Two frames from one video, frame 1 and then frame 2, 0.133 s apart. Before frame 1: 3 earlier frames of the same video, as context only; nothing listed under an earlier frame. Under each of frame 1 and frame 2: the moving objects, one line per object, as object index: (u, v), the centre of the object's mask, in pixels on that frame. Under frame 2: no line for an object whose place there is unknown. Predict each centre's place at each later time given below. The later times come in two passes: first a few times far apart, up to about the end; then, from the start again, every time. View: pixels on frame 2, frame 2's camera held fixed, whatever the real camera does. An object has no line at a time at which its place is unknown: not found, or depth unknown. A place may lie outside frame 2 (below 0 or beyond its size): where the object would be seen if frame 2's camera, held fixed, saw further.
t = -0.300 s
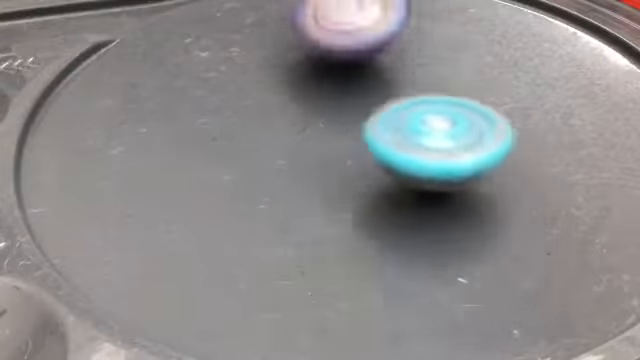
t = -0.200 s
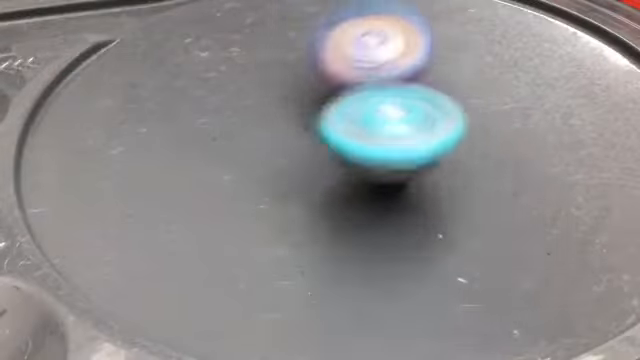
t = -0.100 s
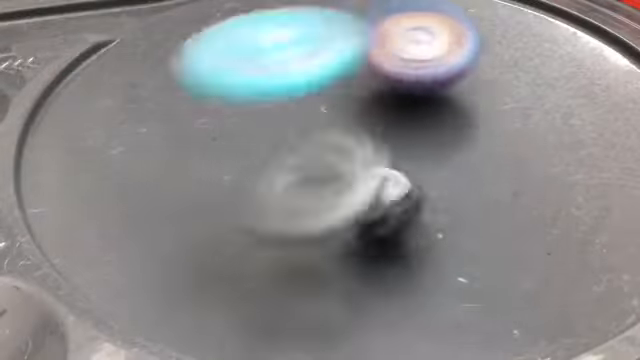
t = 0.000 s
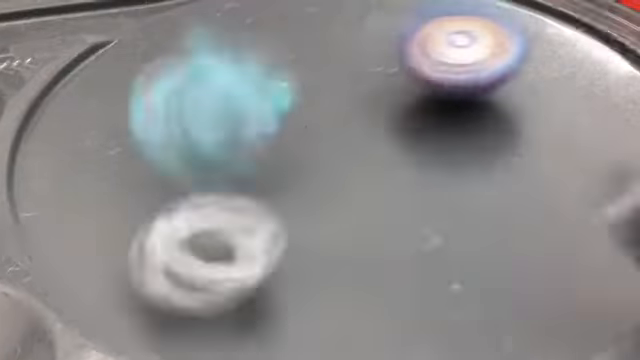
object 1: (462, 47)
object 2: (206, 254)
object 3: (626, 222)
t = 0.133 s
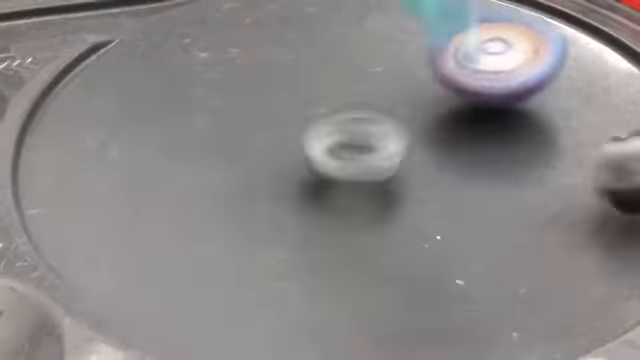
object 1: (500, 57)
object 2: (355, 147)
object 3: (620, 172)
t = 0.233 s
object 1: (546, 57)
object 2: (362, 99)
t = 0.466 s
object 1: (597, 31)
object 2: (202, 34)
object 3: (116, 133)
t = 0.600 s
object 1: (584, 43)
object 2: (185, 60)
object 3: (68, 77)
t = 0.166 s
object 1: (516, 48)
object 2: (375, 140)
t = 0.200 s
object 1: (509, 59)
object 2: (394, 114)
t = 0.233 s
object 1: (546, 57)
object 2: (362, 99)
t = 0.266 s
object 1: (575, 43)
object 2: (329, 80)
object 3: (415, 201)
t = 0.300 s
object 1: (587, 39)
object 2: (298, 66)
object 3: (335, 221)
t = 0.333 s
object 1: (595, 37)
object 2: (274, 55)
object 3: (278, 185)
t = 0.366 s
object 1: (599, 33)
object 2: (251, 47)
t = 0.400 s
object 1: (602, 31)
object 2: (230, 39)
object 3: (181, 157)
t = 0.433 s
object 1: (600, 30)
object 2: (214, 35)
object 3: (145, 151)
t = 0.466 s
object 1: (597, 31)
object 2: (202, 34)
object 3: (116, 133)
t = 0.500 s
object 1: (596, 31)
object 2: (192, 36)
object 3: (88, 117)
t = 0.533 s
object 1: (592, 33)
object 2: (186, 42)
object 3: (72, 101)
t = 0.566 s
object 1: (587, 37)
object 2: (184, 51)
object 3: (64, 89)
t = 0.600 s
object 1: (584, 43)
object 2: (185, 60)
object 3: (68, 77)
